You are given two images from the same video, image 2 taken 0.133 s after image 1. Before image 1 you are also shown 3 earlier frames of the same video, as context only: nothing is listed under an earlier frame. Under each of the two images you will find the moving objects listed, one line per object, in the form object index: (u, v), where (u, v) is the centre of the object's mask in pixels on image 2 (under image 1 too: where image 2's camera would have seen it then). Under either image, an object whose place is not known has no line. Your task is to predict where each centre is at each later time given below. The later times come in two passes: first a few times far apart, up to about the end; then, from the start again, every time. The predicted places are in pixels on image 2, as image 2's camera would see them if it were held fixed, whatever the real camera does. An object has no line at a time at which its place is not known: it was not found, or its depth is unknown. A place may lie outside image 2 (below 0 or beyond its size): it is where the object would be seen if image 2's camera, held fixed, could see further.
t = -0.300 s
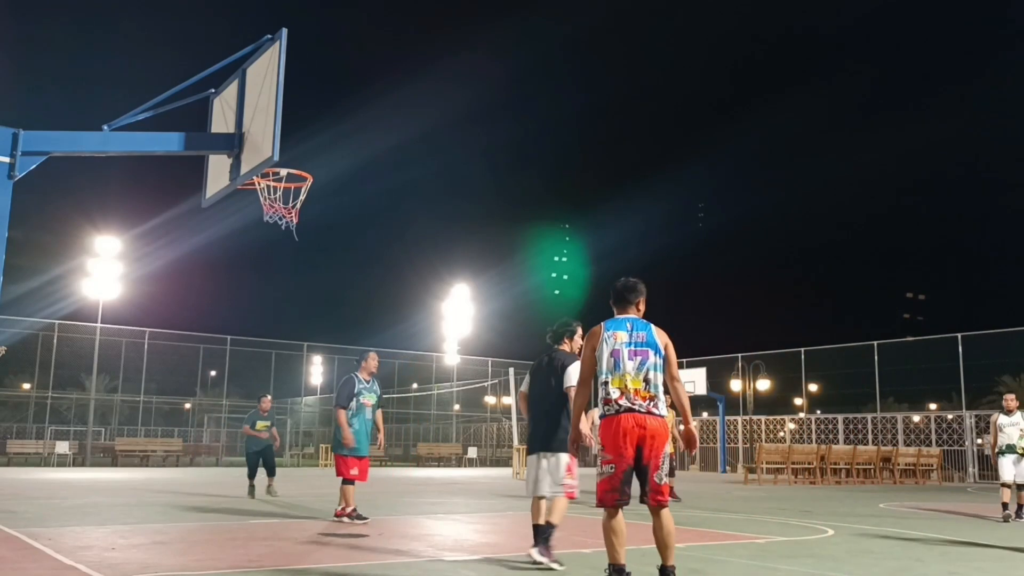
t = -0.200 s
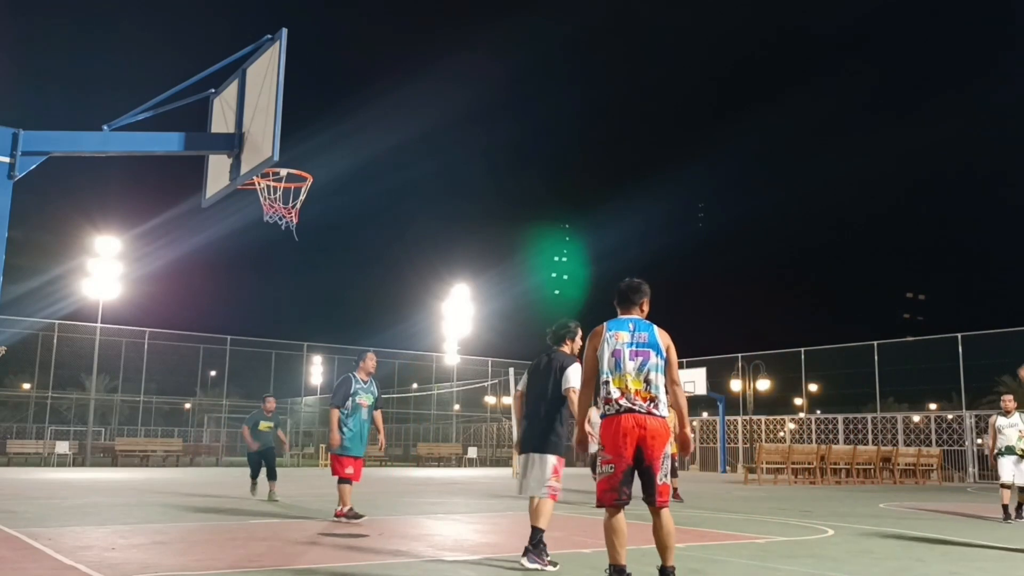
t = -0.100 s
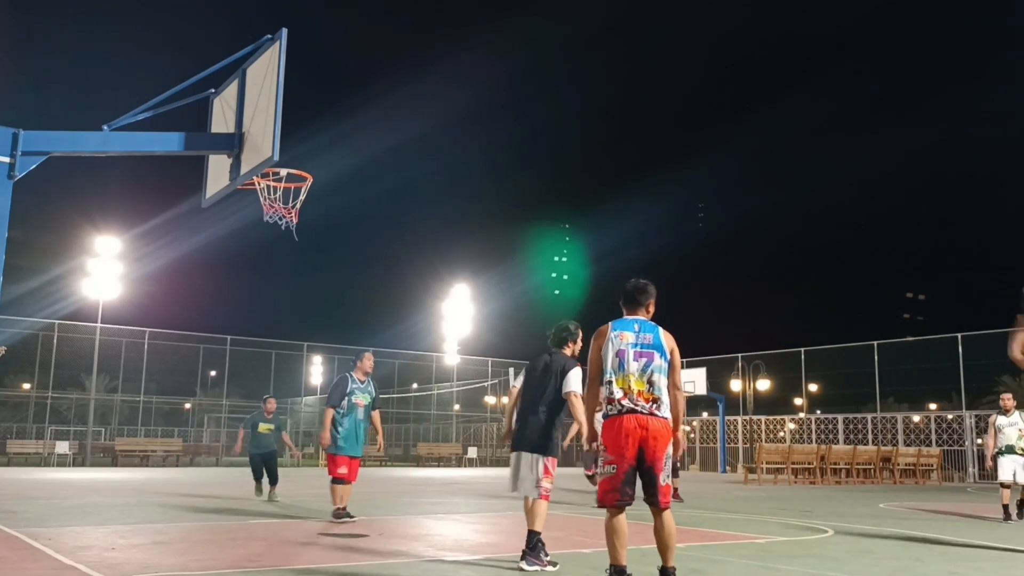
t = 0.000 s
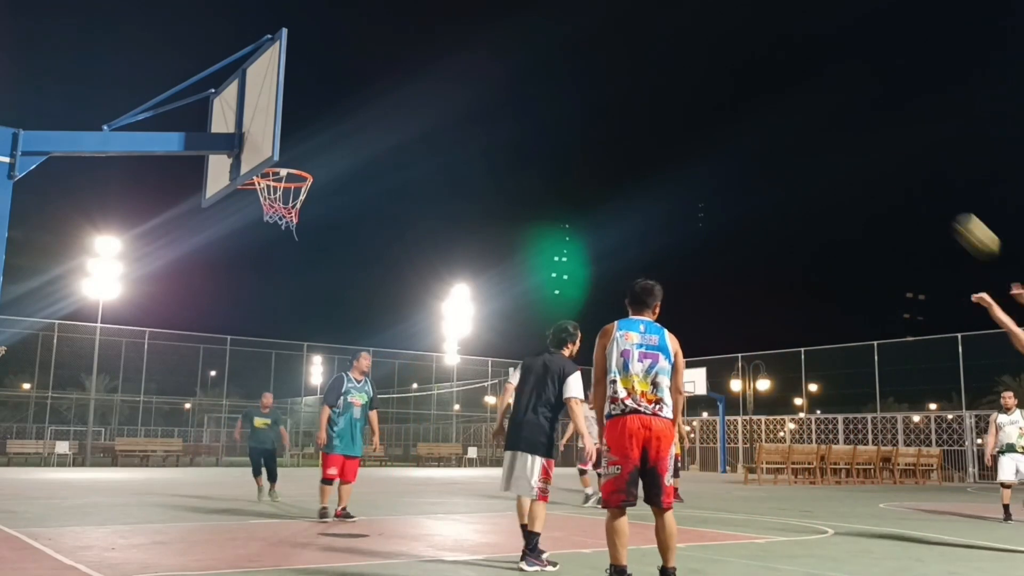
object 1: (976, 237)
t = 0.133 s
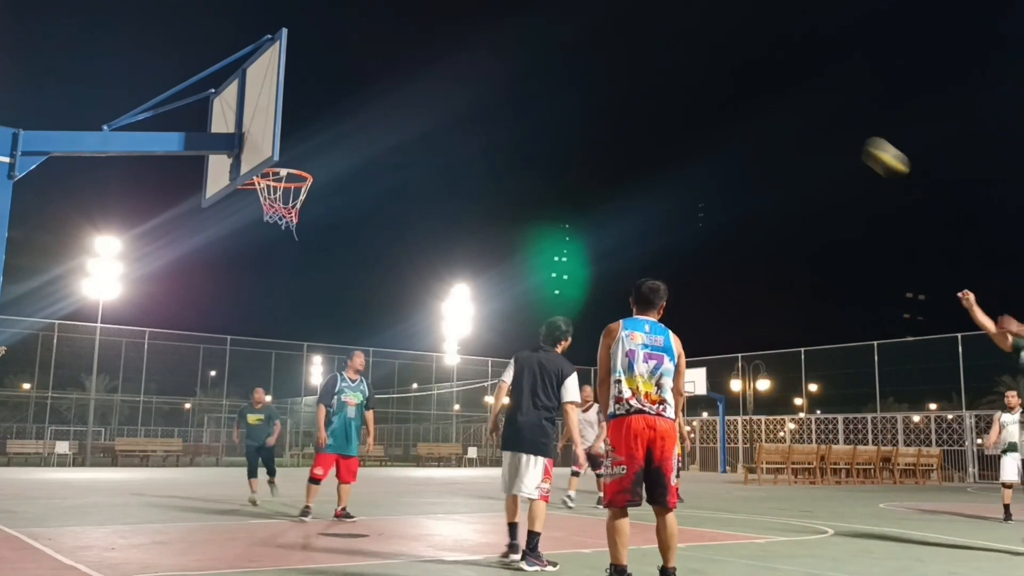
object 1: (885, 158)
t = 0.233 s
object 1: (821, 115)
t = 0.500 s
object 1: (654, 51)
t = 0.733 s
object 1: (515, 59)
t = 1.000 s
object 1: (353, 140)
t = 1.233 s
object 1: (399, 150)
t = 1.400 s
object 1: (489, 164)
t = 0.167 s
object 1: (864, 143)
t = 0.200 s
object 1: (842, 128)
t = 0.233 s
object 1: (821, 115)
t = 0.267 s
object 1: (800, 103)
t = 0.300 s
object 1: (778, 92)
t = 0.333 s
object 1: (757, 82)
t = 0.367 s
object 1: (736, 73)
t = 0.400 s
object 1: (716, 66)
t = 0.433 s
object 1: (696, 60)
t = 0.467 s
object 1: (675, 55)
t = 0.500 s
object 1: (654, 51)
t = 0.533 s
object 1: (634, 49)
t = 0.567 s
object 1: (614, 48)
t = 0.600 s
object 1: (594, 47)
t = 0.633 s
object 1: (574, 48)
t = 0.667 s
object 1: (555, 51)
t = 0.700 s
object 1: (534, 55)
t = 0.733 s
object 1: (515, 59)
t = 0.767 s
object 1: (495, 65)
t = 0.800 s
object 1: (475, 72)
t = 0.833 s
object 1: (456, 80)
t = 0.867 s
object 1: (436, 89)
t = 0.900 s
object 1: (416, 100)
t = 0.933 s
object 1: (395, 112)
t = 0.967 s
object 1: (374, 125)
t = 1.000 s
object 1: (353, 140)
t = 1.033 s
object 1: (333, 156)
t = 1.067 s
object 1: (320, 166)
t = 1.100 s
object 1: (333, 163)
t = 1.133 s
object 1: (349, 158)
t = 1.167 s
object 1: (365, 154)
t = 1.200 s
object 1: (383, 151)
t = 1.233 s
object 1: (399, 150)
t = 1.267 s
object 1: (417, 150)
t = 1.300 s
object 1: (435, 152)
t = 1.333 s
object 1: (452, 154)
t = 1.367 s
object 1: (470, 158)
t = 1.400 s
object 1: (489, 164)
